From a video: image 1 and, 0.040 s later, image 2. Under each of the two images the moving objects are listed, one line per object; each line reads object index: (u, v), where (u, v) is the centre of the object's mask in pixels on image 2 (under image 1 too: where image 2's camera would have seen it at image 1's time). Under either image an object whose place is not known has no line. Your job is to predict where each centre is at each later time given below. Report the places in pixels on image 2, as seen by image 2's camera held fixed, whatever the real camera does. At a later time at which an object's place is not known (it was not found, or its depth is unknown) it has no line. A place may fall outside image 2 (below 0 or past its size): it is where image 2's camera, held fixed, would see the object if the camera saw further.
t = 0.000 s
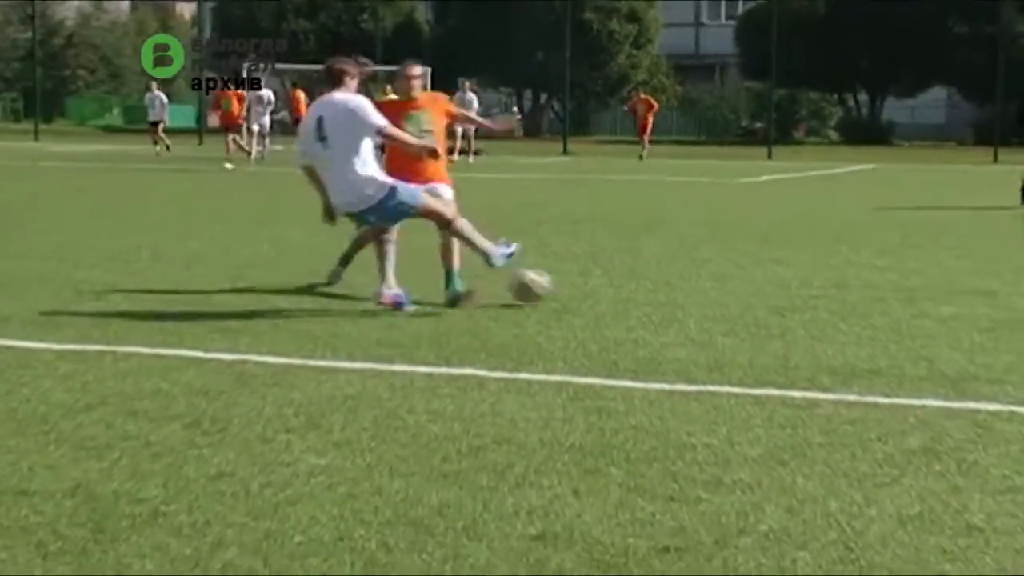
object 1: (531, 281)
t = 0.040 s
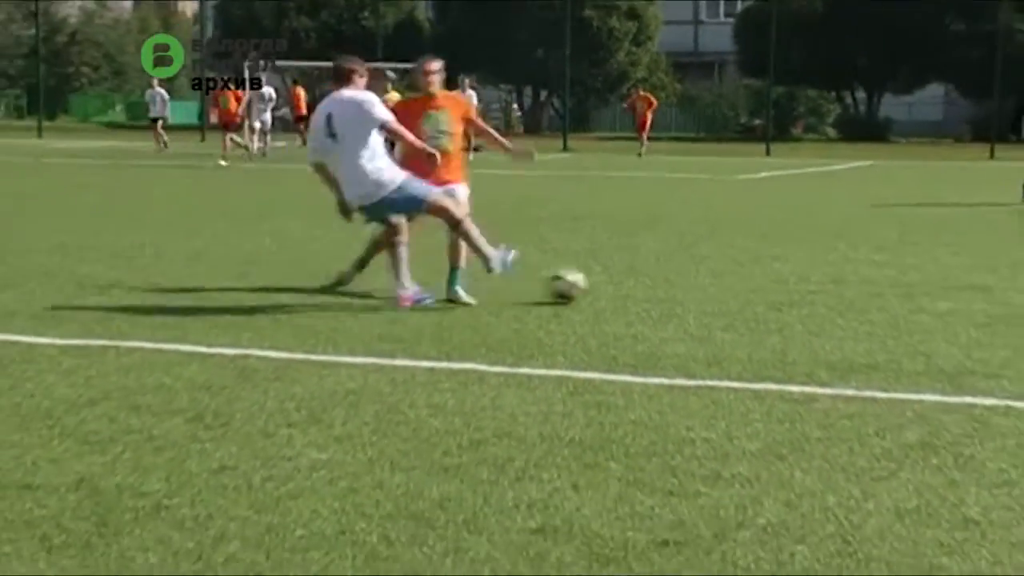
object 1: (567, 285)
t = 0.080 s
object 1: (597, 278)
